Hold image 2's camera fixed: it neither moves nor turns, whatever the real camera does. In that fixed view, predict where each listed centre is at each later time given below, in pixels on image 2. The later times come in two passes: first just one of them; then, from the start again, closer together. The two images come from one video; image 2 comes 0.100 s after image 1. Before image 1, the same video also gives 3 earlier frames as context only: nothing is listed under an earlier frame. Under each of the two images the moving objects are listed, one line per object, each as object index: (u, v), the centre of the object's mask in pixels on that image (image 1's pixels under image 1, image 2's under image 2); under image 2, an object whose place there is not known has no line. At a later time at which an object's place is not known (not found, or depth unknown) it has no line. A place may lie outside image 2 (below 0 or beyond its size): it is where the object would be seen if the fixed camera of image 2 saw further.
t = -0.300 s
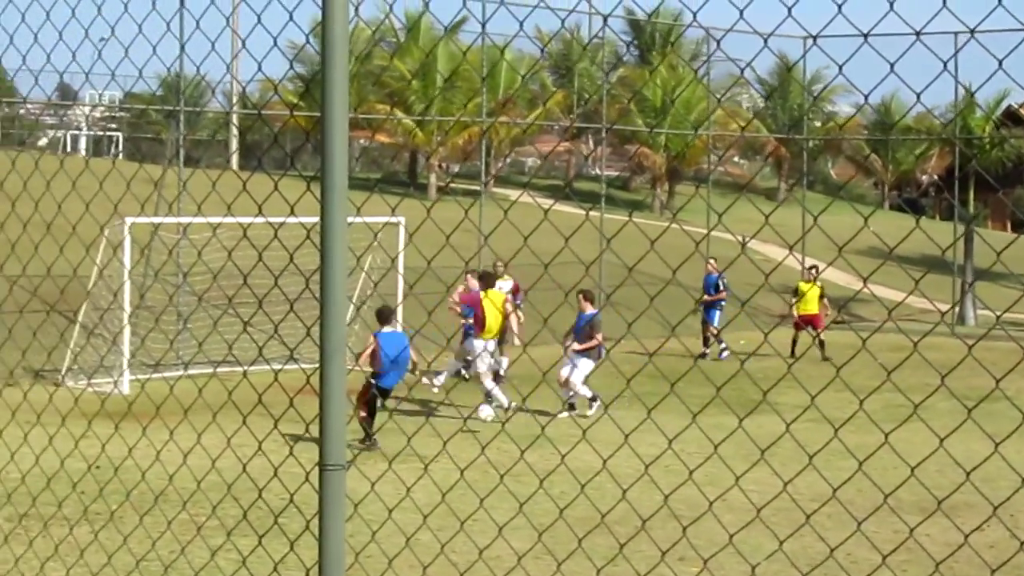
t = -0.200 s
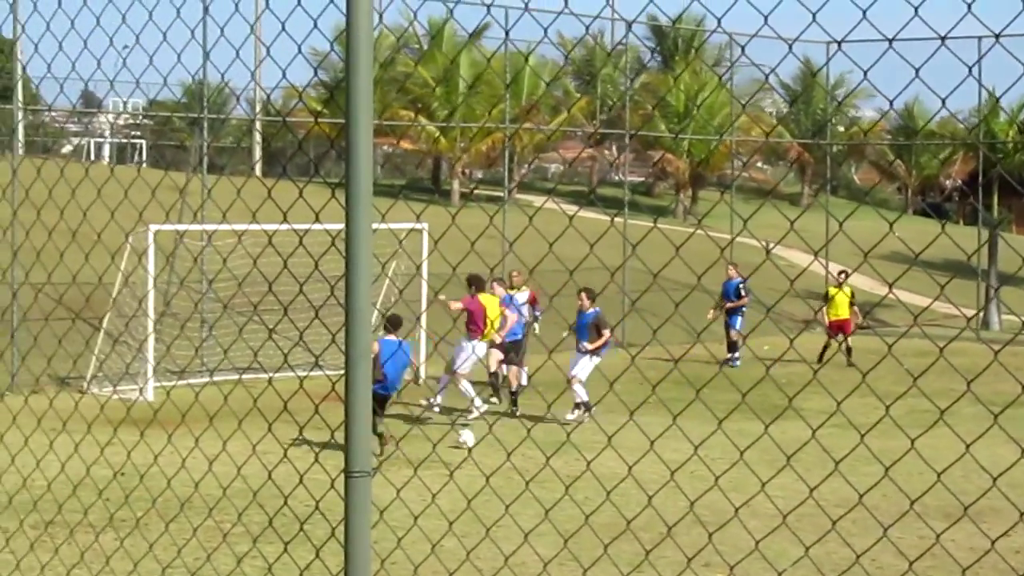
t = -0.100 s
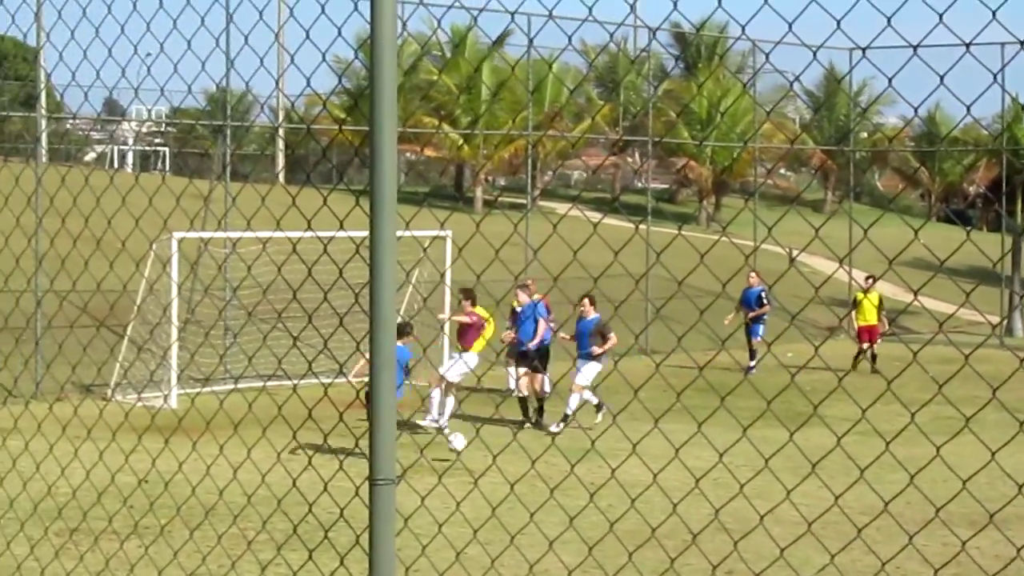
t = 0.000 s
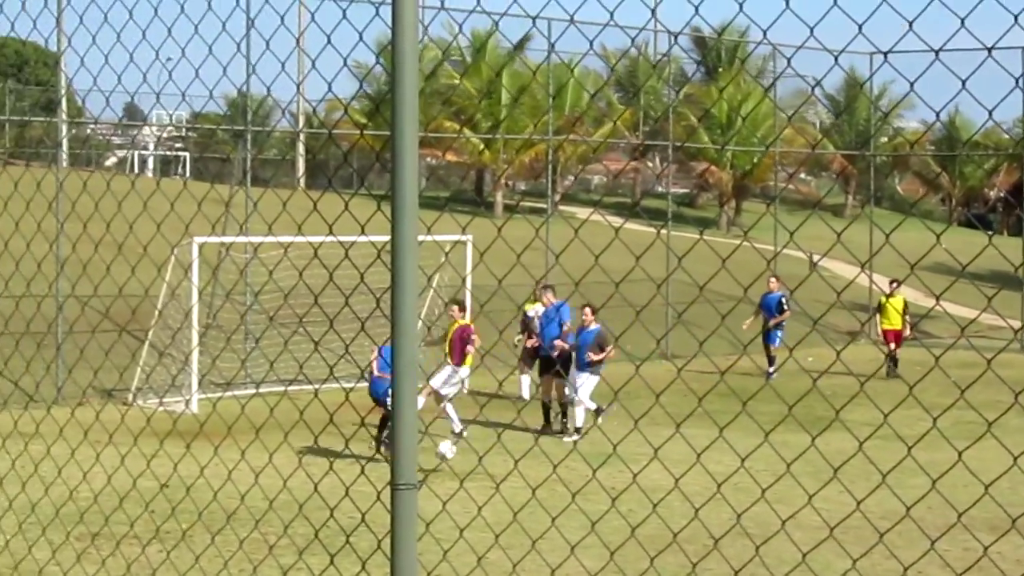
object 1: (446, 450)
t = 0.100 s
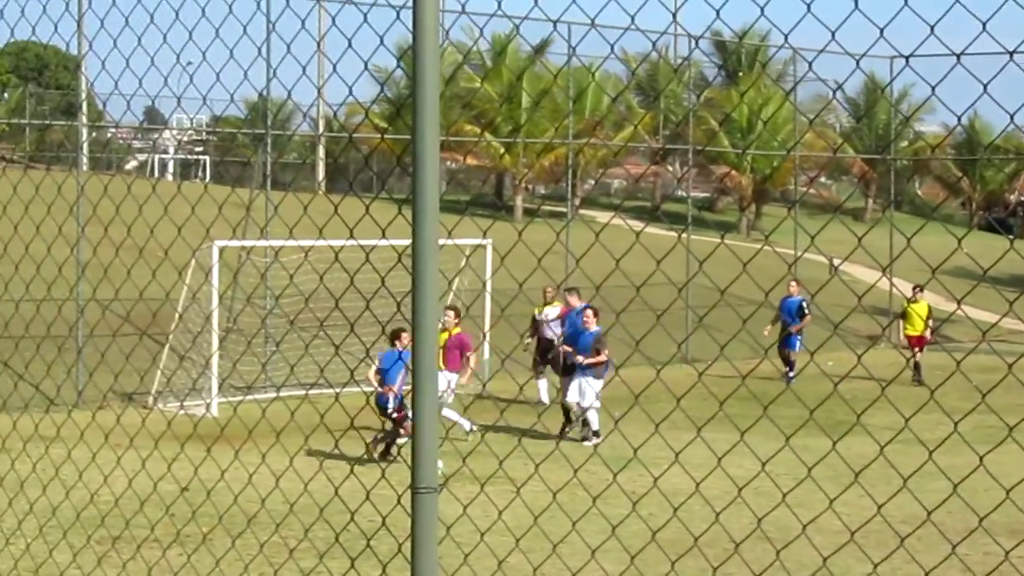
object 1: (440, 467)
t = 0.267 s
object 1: (388, 479)
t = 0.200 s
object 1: (402, 478)
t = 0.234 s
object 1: (396, 477)
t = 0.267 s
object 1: (388, 479)
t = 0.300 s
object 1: (380, 481)
